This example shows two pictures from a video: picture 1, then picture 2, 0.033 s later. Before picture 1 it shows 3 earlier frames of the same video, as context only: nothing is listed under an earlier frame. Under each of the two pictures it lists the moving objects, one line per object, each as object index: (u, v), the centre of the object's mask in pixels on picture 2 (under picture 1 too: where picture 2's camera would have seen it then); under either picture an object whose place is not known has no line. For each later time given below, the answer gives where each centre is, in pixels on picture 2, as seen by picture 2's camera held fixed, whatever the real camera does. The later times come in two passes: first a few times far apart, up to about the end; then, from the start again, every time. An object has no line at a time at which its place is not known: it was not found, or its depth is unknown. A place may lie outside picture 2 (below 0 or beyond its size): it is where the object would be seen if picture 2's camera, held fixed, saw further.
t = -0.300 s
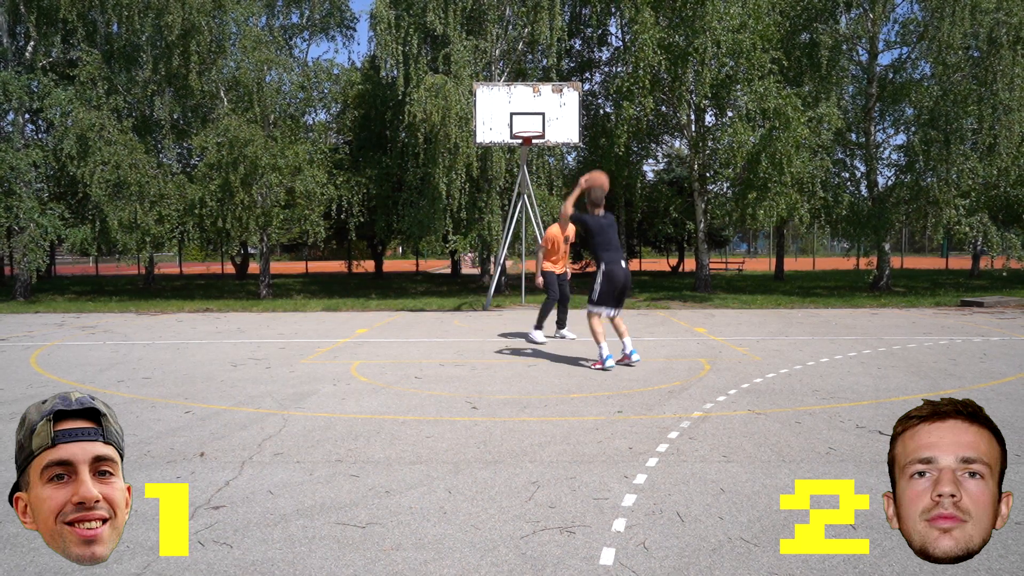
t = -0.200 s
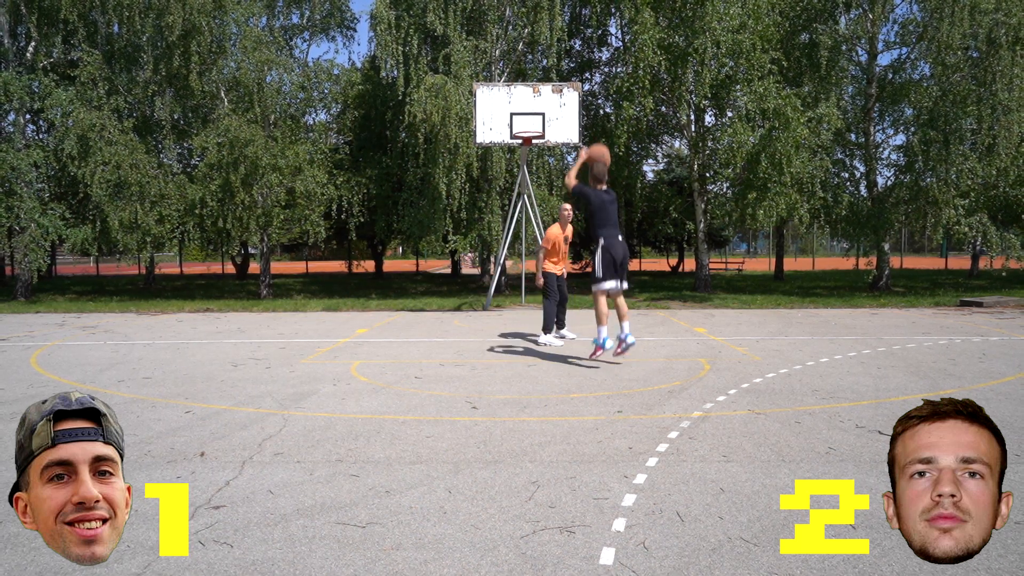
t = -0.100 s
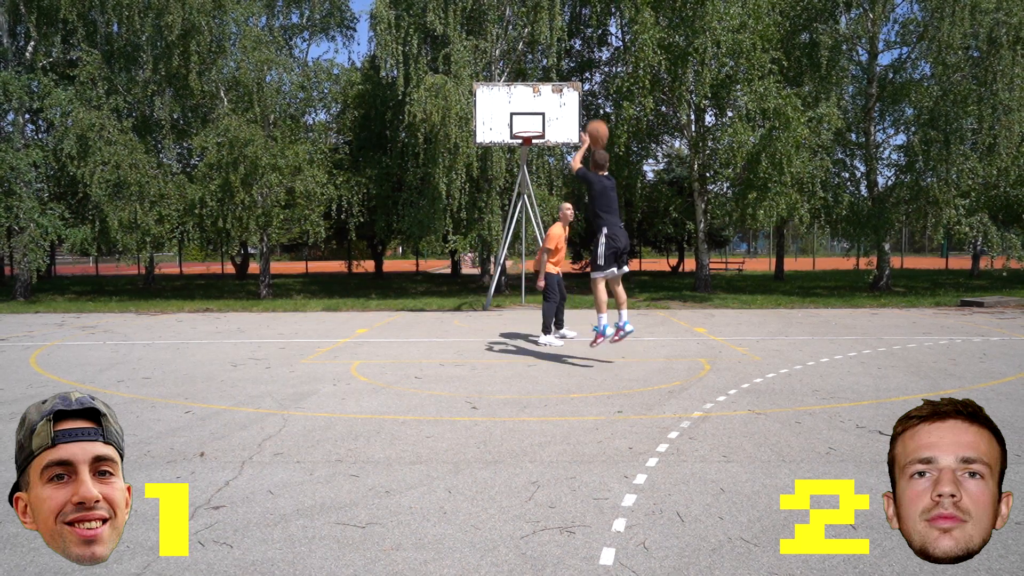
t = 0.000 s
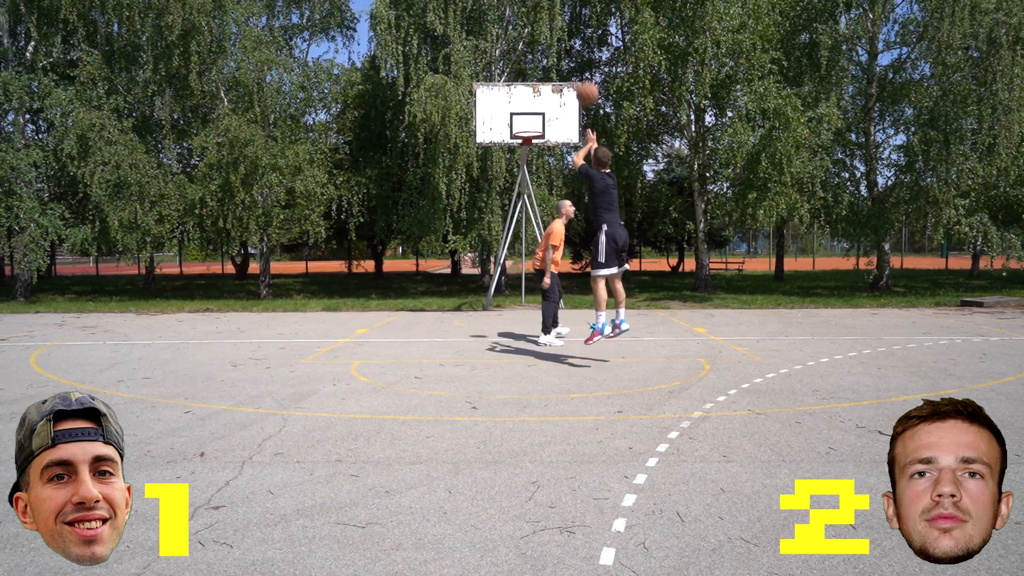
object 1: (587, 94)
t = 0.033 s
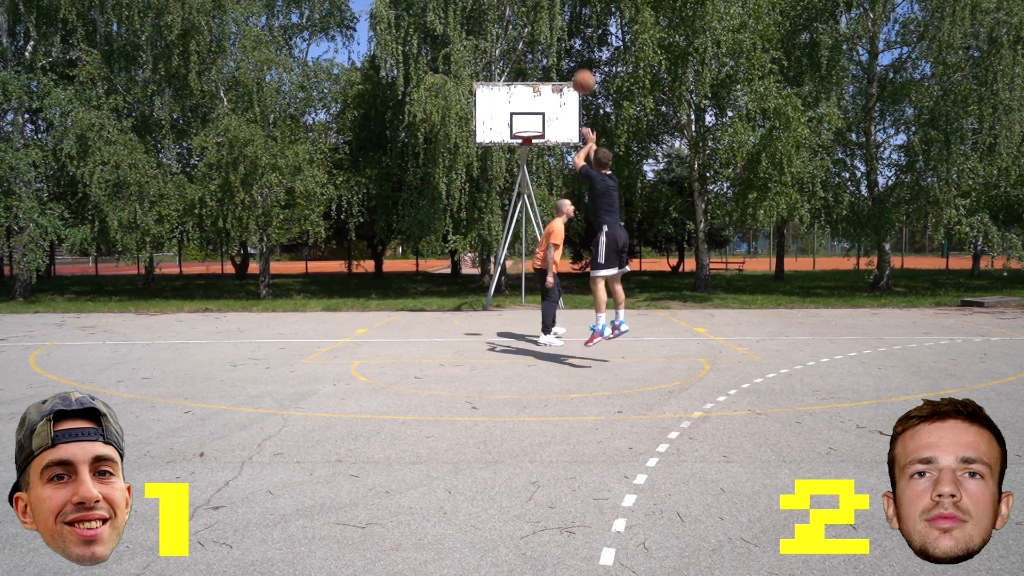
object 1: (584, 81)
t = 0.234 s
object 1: (566, 42)
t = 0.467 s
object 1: (550, 42)
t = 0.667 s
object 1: (538, 69)
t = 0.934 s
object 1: (526, 137)
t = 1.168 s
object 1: (547, 197)
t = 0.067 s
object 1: (581, 71)
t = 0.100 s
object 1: (578, 64)
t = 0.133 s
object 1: (574, 57)
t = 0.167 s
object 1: (572, 51)
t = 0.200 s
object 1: (569, 46)
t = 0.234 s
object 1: (566, 42)
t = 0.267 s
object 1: (564, 40)
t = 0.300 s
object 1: (562, 38)
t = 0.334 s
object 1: (559, 37)
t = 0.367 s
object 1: (557, 37)
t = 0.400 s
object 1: (555, 38)
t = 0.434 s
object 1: (552, 39)
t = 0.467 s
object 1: (550, 42)
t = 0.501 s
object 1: (548, 45)
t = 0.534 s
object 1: (546, 48)
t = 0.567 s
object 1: (545, 52)
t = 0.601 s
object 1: (542, 58)
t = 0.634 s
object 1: (540, 63)
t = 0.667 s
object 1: (538, 69)
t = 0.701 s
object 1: (537, 75)
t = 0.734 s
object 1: (536, 83)
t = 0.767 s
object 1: (534, 91)
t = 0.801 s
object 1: (532, 99)
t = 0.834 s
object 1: (530, 108)
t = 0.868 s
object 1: (529, 117)
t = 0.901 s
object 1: (527, 125)
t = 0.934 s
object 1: (526, 137)
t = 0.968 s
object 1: (529, 141)
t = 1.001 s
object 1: (532, 149)
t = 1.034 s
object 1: (535, 156)
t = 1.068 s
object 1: (538, 165)
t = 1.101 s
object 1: (541, 175)
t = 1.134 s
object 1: (544, 186)
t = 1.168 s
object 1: (547, 197)
